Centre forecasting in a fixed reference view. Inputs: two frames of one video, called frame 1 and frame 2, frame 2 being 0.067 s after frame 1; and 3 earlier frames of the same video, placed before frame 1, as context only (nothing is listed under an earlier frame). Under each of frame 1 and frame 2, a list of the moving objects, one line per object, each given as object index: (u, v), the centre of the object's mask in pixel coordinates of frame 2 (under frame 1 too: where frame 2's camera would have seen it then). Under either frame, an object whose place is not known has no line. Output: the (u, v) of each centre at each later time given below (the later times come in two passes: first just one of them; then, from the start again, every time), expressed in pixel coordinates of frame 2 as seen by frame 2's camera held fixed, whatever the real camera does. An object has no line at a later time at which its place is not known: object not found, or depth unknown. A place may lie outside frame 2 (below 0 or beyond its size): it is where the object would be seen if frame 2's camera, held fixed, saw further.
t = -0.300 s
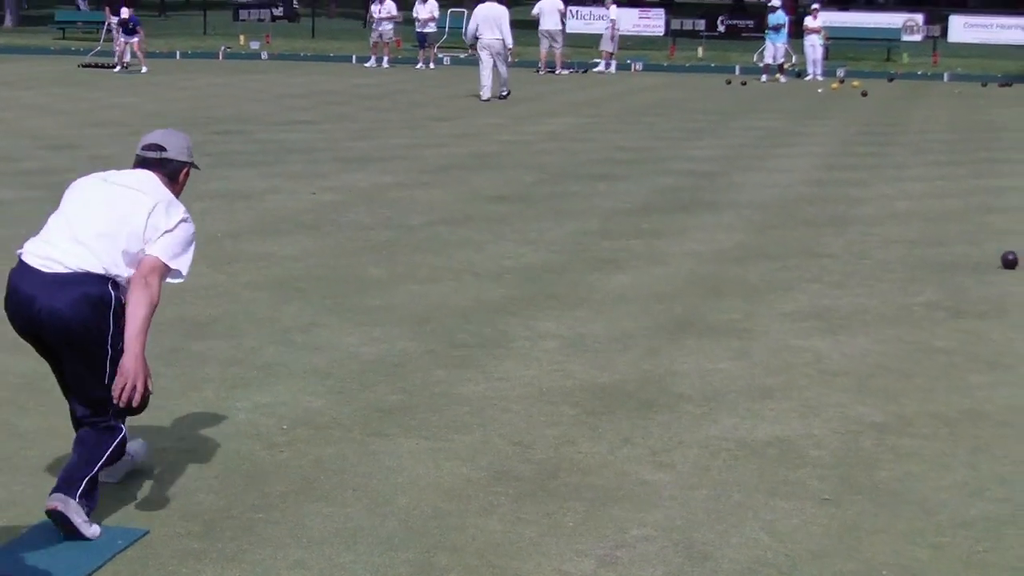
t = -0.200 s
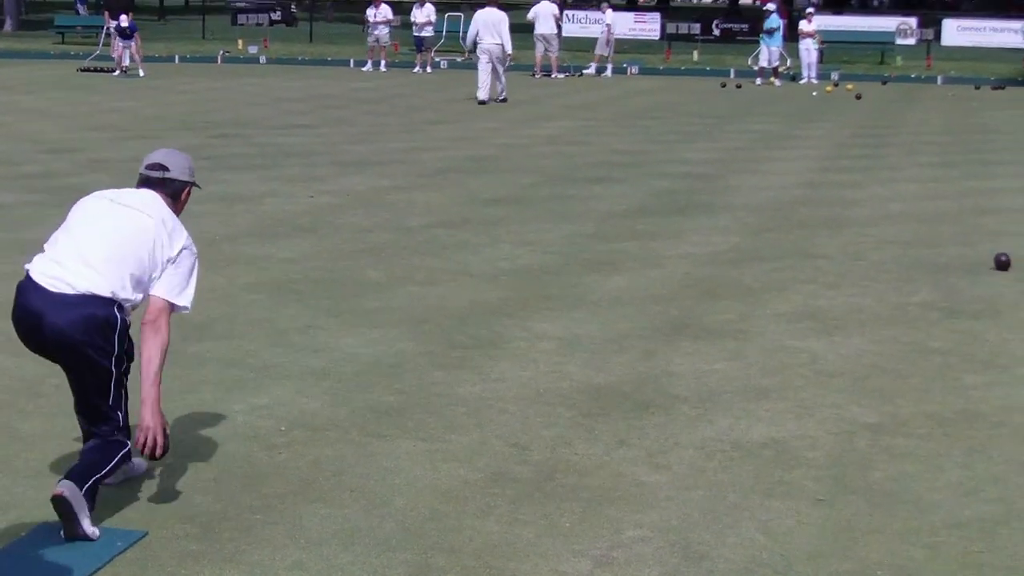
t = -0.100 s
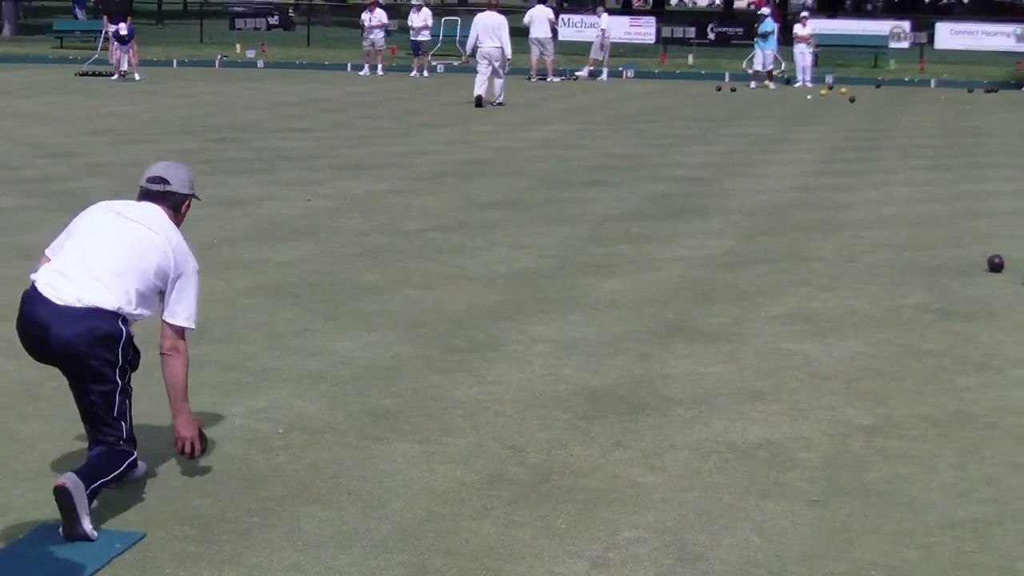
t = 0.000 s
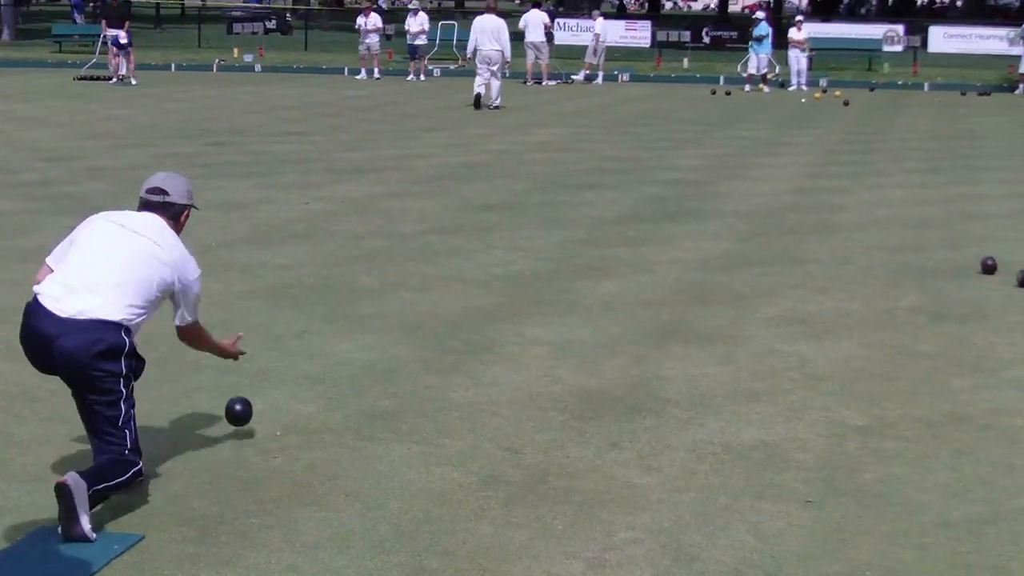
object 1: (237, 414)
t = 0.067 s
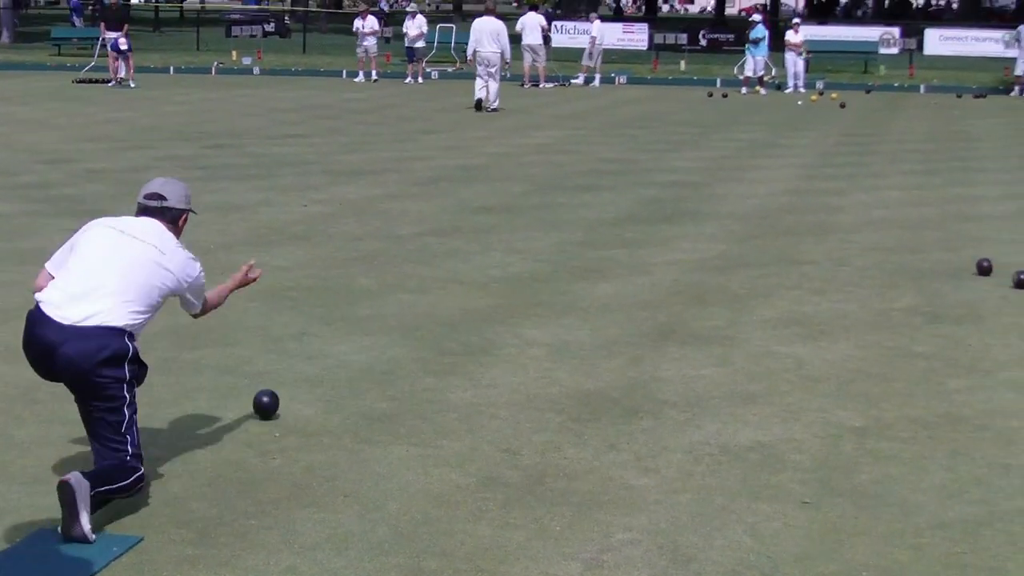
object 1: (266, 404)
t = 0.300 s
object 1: (336, 354)
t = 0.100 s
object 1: (278, 396)
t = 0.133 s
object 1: (289, 381)
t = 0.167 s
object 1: (299, 371)
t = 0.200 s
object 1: (309, 363)
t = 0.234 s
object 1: (318, 358)
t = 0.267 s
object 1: (327, 355)
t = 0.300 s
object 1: (336, 354)
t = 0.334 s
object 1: (343, 346)
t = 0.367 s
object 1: (351, 338)
